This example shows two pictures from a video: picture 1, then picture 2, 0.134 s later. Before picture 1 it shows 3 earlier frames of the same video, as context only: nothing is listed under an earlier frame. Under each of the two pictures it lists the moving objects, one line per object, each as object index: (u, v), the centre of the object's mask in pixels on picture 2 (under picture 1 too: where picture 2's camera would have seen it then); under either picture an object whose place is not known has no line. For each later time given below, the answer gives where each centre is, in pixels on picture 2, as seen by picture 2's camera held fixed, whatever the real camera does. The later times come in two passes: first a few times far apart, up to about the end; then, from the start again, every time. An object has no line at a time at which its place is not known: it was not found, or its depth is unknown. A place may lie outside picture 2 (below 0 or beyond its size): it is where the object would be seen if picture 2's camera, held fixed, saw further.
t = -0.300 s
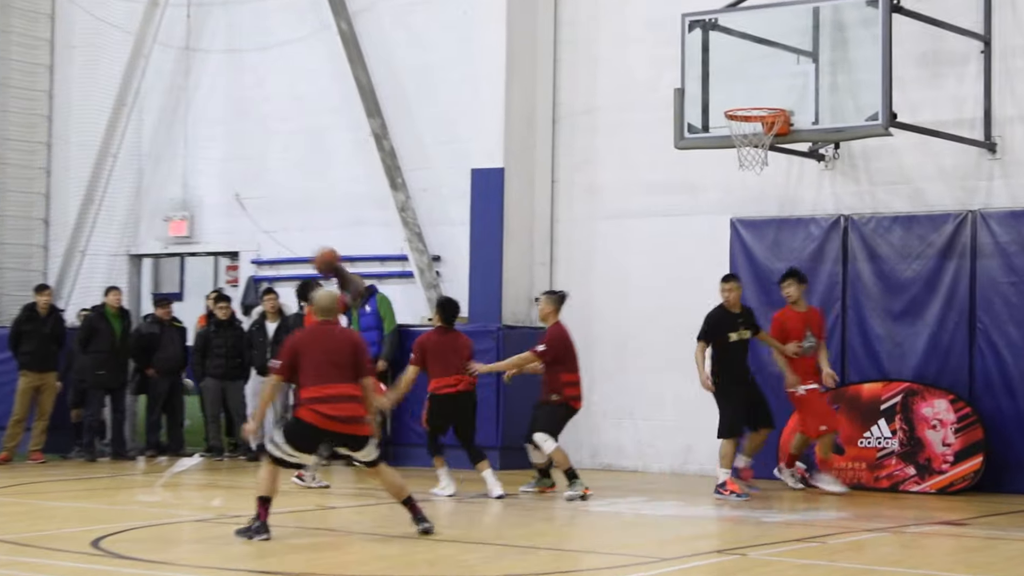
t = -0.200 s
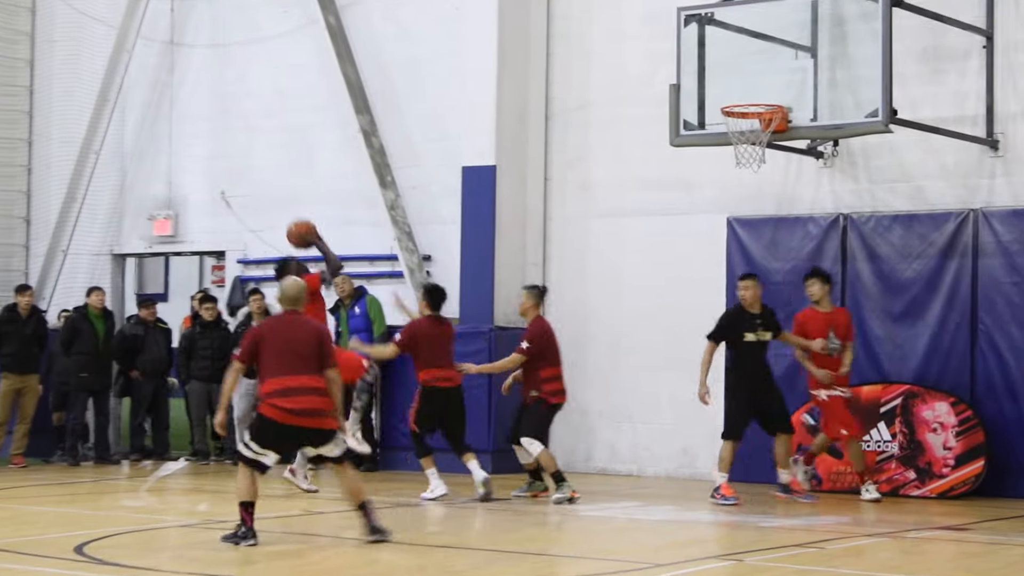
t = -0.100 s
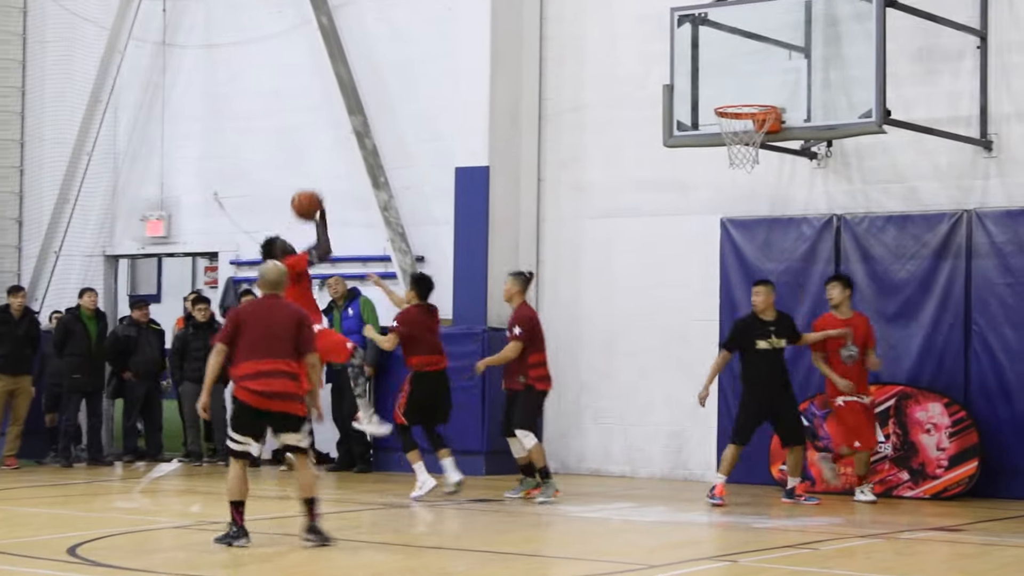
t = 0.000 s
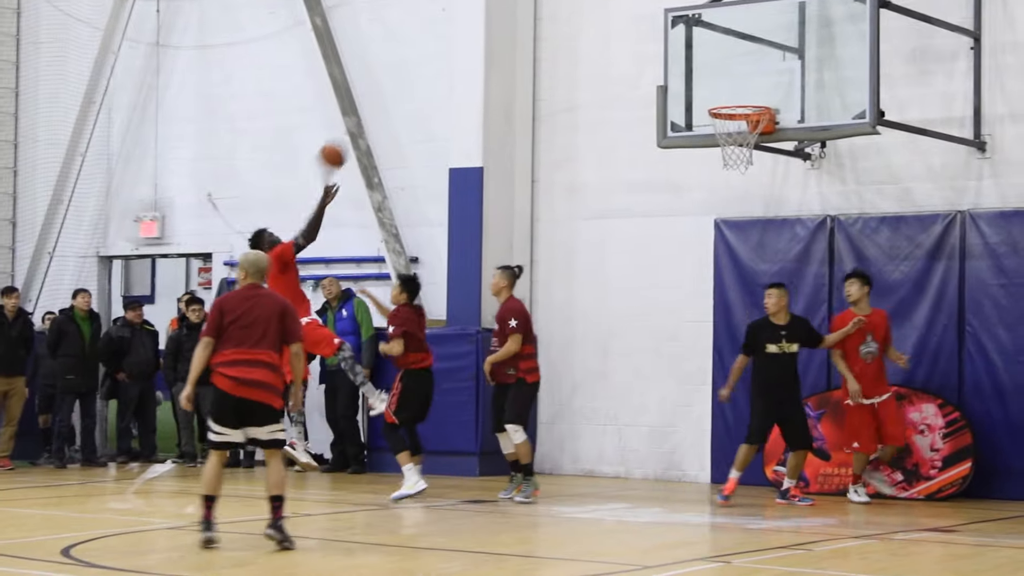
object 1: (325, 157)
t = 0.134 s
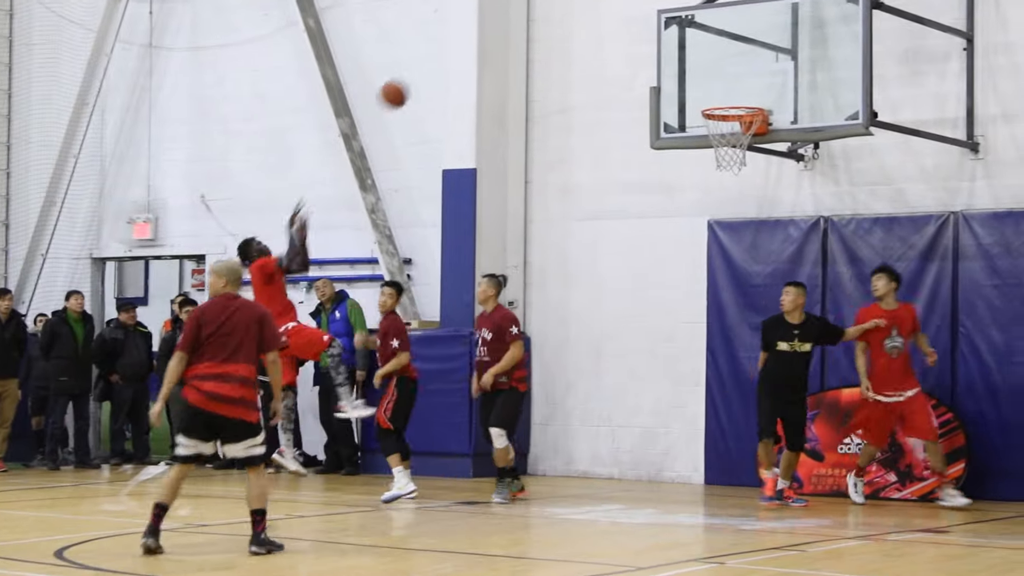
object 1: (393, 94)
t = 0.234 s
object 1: (444, 60)
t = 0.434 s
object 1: (548, 29)
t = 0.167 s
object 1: (410, 82)
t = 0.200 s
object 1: (428, 70)
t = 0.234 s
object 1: (444, 60)
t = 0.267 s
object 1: (462, 52)
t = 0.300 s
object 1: (480, 45)
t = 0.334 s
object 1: (497, 39)
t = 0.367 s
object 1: (513, 34)
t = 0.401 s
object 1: (531, 31)
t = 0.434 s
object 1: (548, 29)
